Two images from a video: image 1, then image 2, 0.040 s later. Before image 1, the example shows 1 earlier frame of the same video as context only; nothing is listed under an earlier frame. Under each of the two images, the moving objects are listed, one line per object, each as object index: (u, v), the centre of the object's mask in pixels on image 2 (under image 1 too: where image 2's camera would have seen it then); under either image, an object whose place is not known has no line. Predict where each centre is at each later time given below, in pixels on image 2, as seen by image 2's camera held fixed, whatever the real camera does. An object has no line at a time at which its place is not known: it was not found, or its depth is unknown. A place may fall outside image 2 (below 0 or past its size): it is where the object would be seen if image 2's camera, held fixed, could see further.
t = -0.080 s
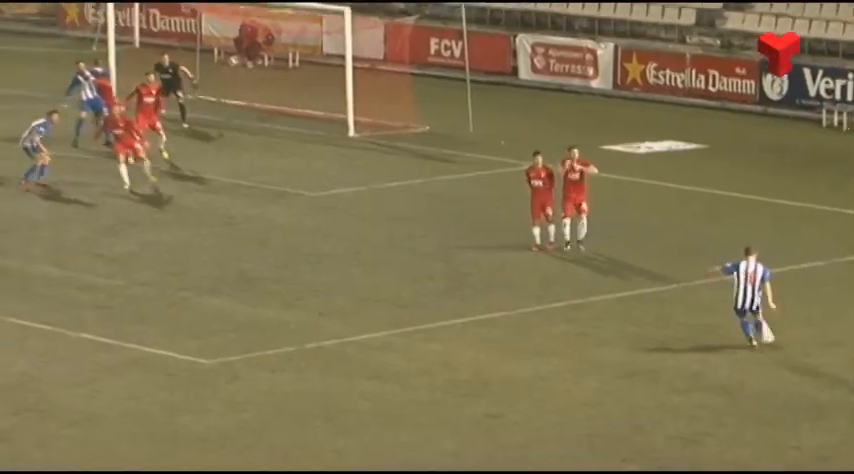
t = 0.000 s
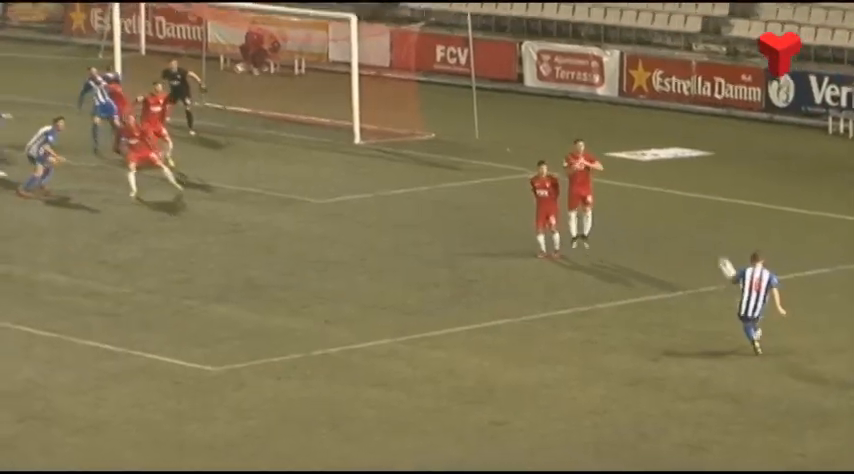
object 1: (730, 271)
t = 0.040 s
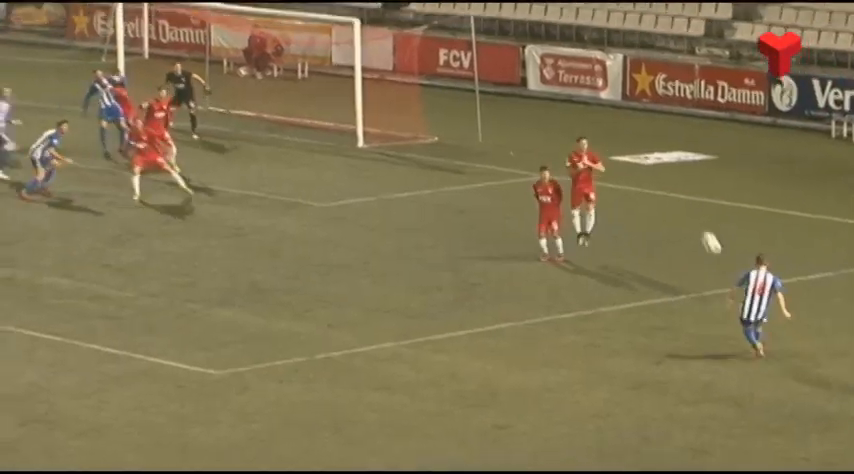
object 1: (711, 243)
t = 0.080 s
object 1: (691, 214)
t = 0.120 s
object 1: (672, 185)
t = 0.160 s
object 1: (652, 159)
